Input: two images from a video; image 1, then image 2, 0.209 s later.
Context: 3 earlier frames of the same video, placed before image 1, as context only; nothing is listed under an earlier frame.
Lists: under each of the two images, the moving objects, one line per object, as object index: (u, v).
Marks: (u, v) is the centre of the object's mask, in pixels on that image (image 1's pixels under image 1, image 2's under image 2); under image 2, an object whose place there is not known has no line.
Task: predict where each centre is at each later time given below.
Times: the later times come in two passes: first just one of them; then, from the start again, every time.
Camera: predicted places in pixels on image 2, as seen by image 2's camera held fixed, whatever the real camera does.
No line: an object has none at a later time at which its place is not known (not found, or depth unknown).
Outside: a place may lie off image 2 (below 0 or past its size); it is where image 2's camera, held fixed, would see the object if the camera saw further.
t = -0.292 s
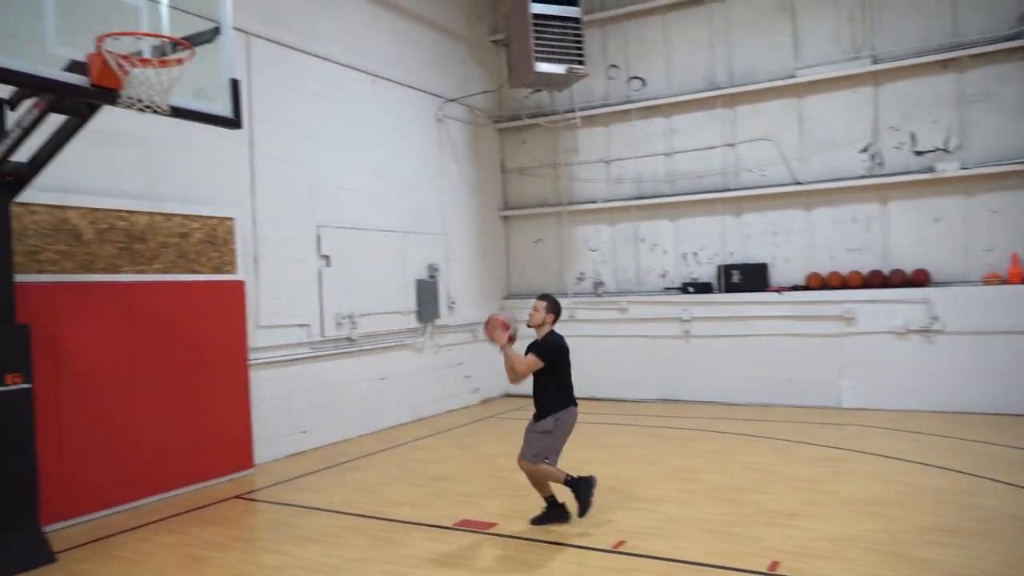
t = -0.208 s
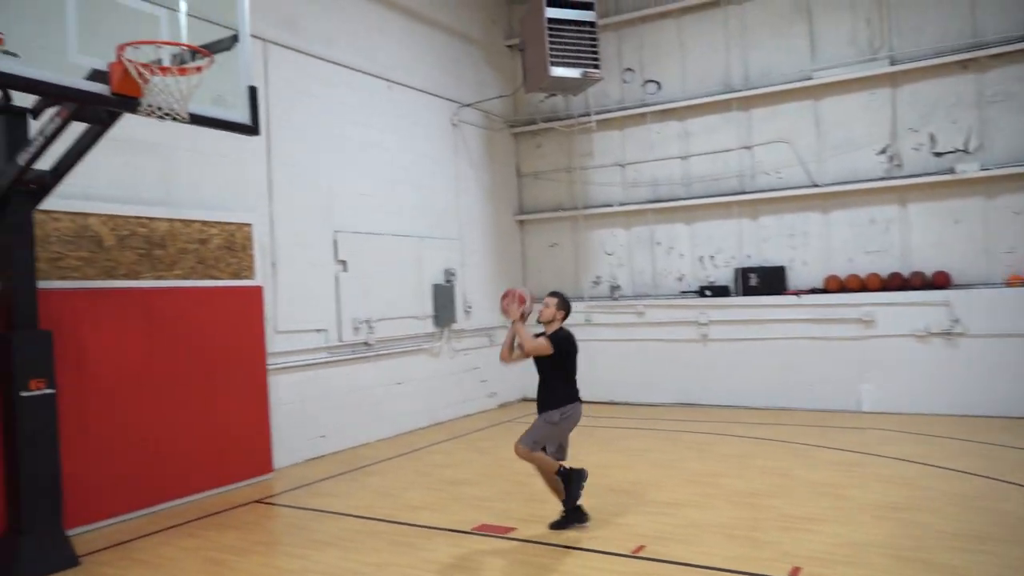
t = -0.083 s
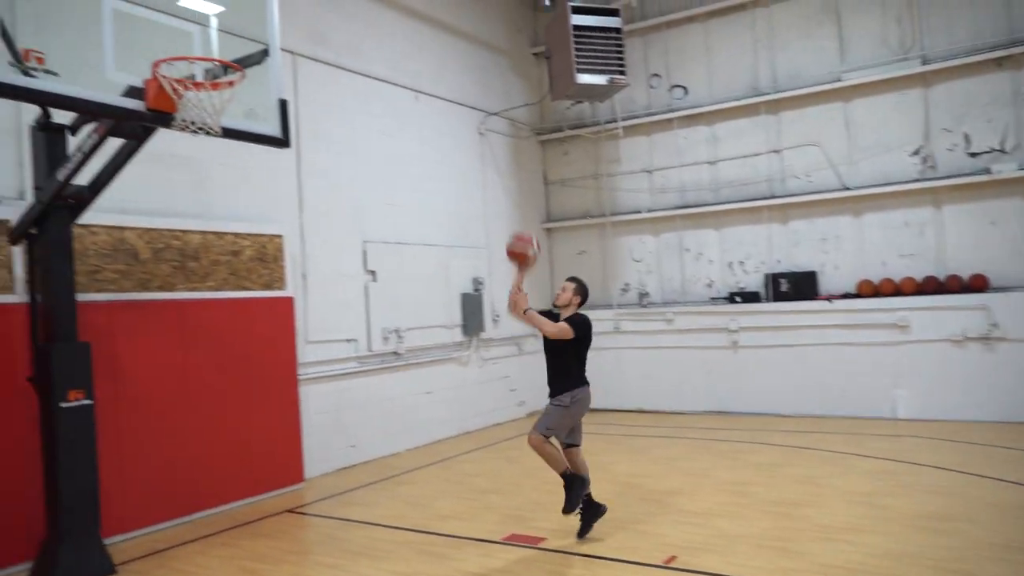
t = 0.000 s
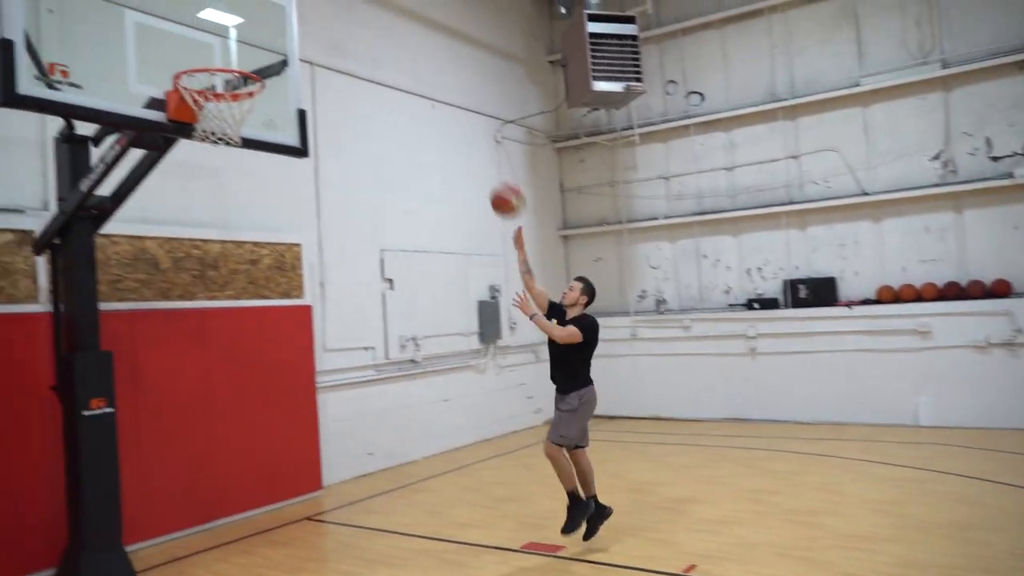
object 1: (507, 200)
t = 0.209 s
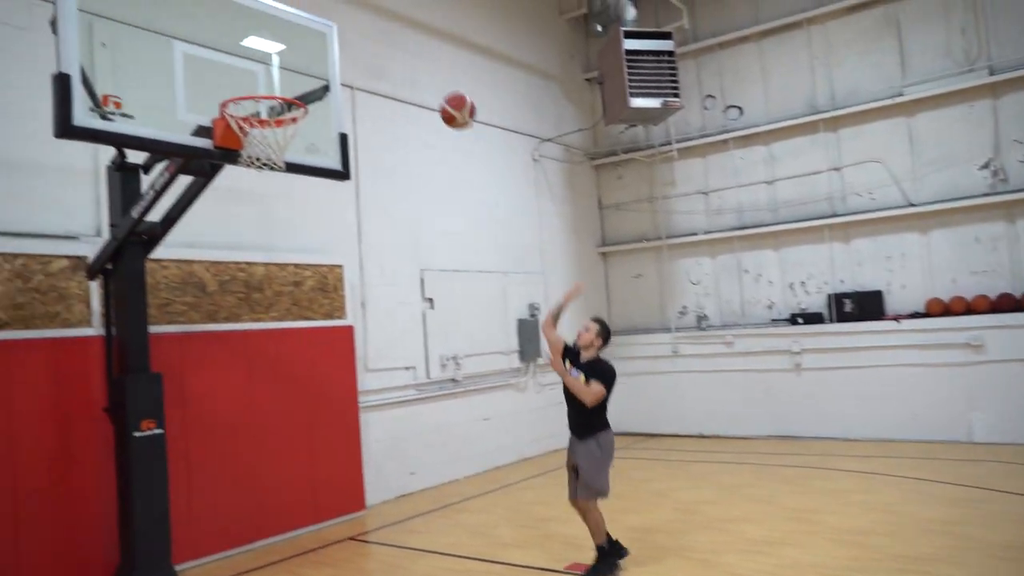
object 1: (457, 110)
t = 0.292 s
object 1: (422, 82)
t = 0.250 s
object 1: (440, 95)
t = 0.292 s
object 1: (422, 82)
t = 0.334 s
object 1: (405, 72)
